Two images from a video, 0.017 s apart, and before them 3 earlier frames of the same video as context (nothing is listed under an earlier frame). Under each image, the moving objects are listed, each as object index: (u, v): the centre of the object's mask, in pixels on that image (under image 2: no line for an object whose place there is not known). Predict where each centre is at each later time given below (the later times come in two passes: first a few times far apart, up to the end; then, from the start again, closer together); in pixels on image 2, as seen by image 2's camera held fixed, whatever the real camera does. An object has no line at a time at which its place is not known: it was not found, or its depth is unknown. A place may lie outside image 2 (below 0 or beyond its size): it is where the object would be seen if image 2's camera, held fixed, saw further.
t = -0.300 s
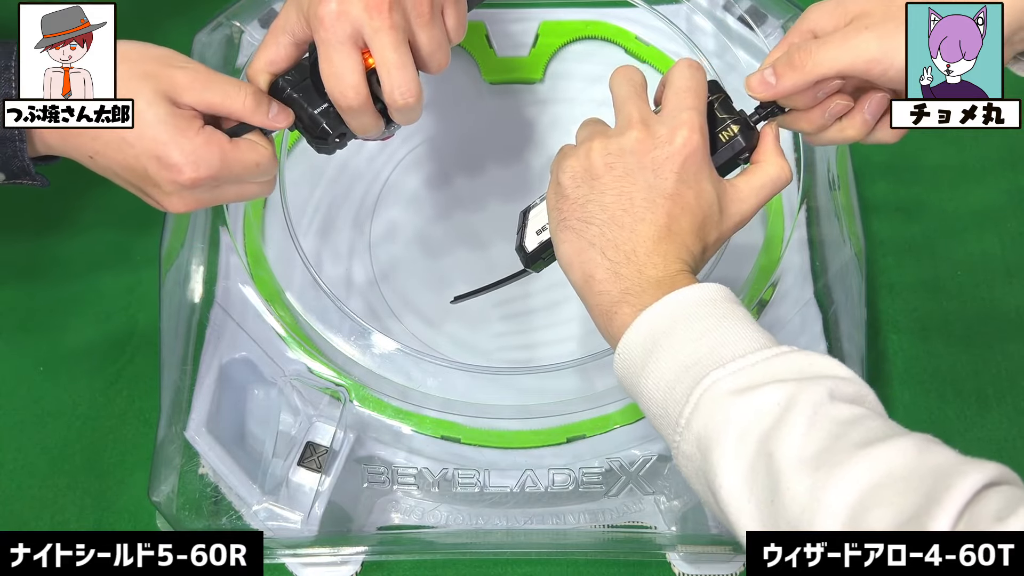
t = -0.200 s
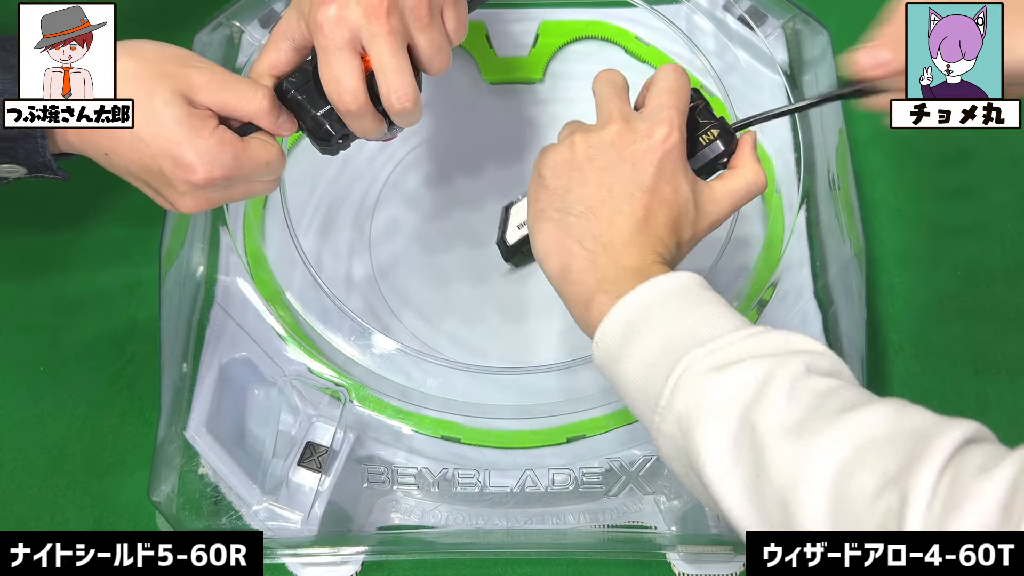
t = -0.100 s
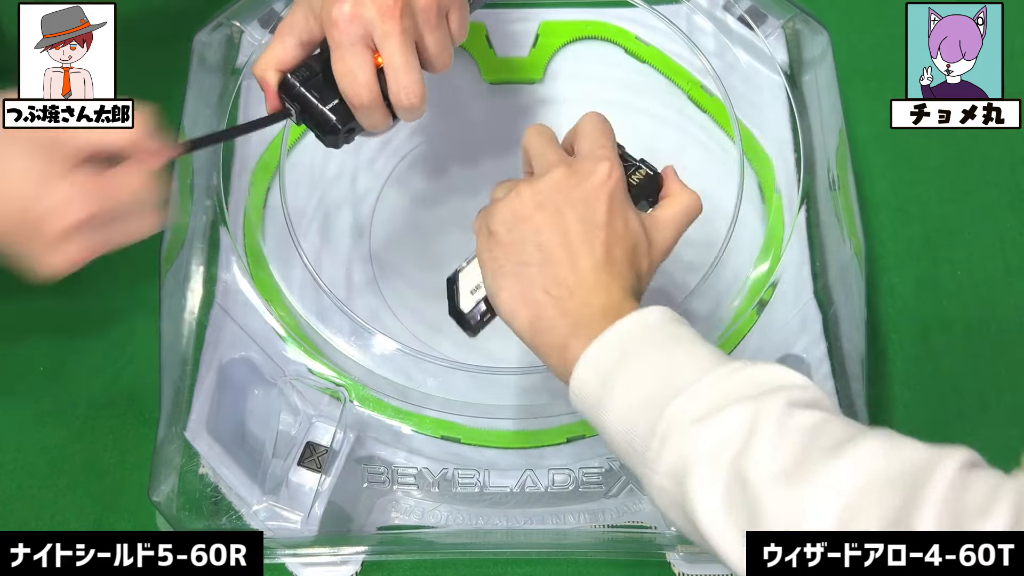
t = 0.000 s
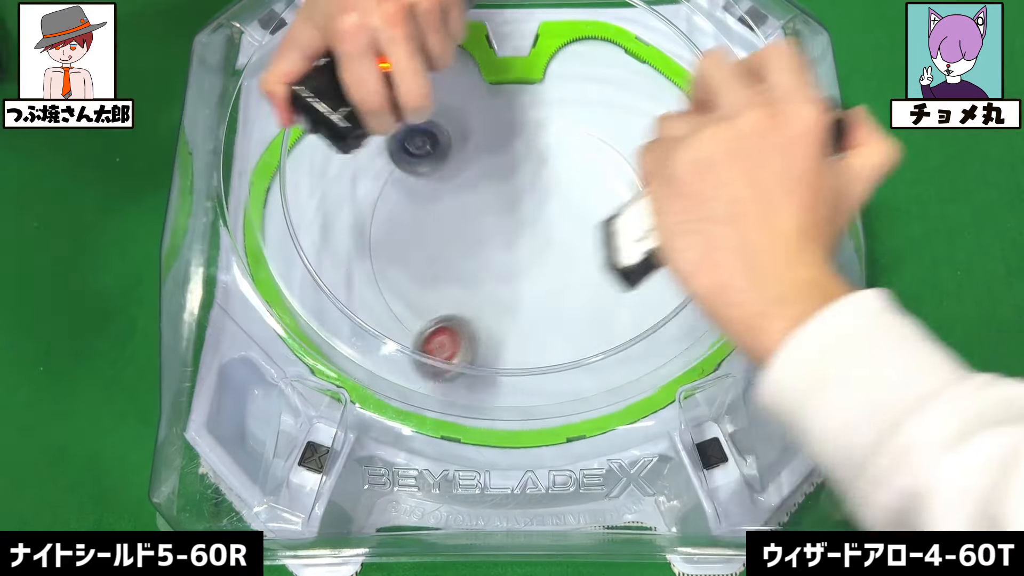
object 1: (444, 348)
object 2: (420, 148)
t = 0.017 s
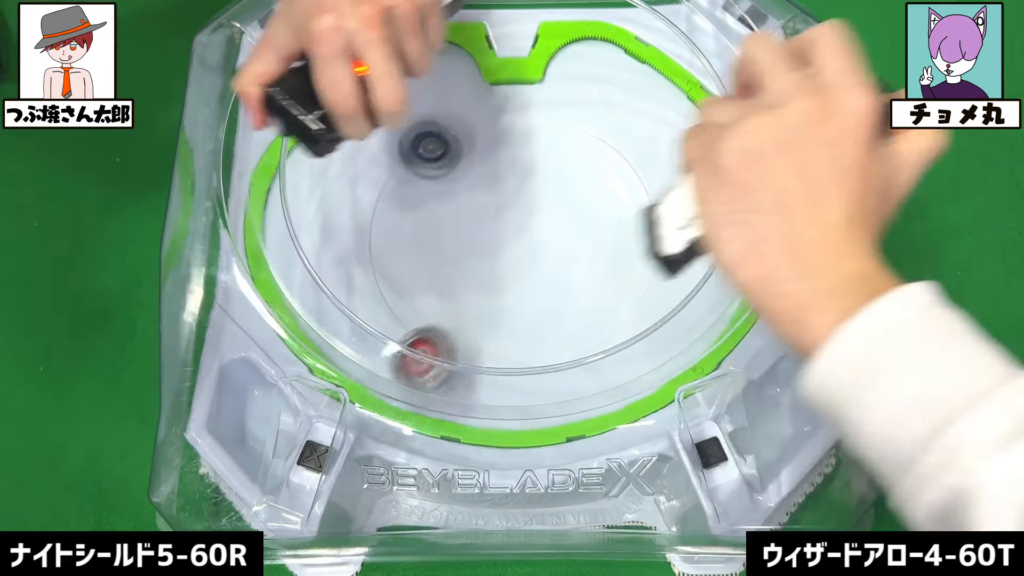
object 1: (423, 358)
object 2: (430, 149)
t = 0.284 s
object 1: (415, 322)
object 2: (605, 185)
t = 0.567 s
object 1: (534, 195)
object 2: (597, 252)
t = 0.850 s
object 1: (544, 152)
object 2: (475, 202)
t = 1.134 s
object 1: (483, 252)
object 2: (395, 236)
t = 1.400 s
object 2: (334, 236)
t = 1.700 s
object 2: (520, 240)
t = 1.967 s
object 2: (593, 167)
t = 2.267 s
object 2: (461, 144)
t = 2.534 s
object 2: (538, 88)
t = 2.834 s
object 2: (579, 273)
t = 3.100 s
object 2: (702, 275)
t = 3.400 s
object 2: (548, 139)
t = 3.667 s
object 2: (672, 155)
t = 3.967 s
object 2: (509, 313)
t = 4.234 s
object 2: (406, 298)
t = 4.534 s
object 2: (430, 250)
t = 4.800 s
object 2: (497, 270)
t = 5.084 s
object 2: (648, 232)
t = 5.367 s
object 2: (569, 182)
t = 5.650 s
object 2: (471, 299)
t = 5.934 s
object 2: (539, 339)
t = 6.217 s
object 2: (642, 208)
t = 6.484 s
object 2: (458, 126)
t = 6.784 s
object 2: (447, 333)
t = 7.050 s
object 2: (649, 208)
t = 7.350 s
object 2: (471, 53)
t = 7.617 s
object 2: (366, 191)
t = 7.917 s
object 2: (636, 207)
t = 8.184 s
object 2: (679, 168)
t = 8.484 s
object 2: (698, 102)
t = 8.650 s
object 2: (580, 104)
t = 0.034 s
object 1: (401, 372)
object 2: (441, 143)
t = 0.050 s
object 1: (383, 379)
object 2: (453, 139)
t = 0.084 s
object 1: (374, 371)
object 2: (478, 136)
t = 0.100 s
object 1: (374, 364)
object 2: (491, 138)
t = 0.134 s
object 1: (378, 355)
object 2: (517, 148)
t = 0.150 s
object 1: (381, 353)
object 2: (529, 156)
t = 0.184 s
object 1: (388, 352)
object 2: (550, 159)
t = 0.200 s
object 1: (394, 351)
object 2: (561, 162)
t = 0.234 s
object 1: (401, 344)
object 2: (581, 174)
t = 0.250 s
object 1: (408, 334)
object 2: (589, 176)
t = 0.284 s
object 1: (415, 322)
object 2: (605, 185)
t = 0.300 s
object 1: (419, 319)
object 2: (612, 191)
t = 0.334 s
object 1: (431, 314)
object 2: (622, 200)
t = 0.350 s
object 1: (438, 305)
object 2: (626, 205)
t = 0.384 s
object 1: (452, 290)
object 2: (632, 216)
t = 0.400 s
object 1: (460, 282)
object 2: (633, 220)
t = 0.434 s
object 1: (475, 265)
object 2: (633, 229)
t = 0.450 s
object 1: (483, 256)
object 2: (631, 233)
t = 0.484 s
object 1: (499, 238)
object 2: (626, 241)
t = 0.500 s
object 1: (506, 229)
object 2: (621, 244)
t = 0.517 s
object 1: (514, 220)
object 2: (616, 247)
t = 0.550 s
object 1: (528, 203)
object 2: (604, 251)
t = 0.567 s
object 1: (534, 195)
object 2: (597, 252)
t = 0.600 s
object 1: (545, 180)
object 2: (582, 254)
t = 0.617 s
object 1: (549, 174)
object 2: (574, 254)
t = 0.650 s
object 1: (557, 162)
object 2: (557, 253)
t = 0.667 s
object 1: (560, 157)
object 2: (549, 251)
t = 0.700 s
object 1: (564, 149)
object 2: (532, 246)
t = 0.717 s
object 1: (564, 147)
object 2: (523, 243)
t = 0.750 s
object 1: (563, 144)
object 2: (508, 235)
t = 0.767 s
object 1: (562, 143)
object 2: (501, 230)
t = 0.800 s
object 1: (557, 144)
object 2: (490, 219)
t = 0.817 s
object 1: (554, 146)
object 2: (485, 213)
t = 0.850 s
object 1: (544, 152)
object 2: (475, 202)
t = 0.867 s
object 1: (539, 155)
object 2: (470, 198)
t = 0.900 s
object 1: (526, 165)
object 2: (460, 191)
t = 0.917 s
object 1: (518, 170)
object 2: (454, 188)
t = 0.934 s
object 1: (514, 176)
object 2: (448, 187)
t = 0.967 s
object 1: (512, 186)
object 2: (423, 187)
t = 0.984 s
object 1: (511, 192)
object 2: (413, 189)
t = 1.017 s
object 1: (507, 204)
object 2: (393, 193)
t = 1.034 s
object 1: (504, 211)
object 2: (384, 196)
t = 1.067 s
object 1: (498, 224)
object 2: (374, 205)
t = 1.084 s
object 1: (495, 231)
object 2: (378, 212)
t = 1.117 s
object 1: (487, 245)
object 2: (388, 228)
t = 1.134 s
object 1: (483, 252)
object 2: (395, 236)
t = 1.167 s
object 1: (478, 266)
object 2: (409, 253)
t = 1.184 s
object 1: (506, 281)
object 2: (387, 249)
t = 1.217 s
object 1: (563, 311)
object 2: (340, 243)
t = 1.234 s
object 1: (592, 324)
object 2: (319, 242)
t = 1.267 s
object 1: (640, 333)
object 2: (275, 237)
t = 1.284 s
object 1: (663, 338)
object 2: (266, 237)
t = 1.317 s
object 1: (690, 331)
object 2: (284, 234)
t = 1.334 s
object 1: (691, 316)
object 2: (295, 236)
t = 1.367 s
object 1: (694, 293)
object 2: (315, 236)
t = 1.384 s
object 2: (326, 236)
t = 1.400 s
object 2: (334, 236)
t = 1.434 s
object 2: (353, 235)
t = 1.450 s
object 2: (362, 235)
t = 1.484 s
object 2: (380, 236)
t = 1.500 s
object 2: (391, 237)
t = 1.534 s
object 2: (412, 239)
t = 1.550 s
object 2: (423, 240)
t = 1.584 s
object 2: (447, 243)
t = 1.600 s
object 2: (458, 245)
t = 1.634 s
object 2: (480, 245)
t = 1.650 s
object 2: (490, 245)
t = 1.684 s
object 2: (511, 242)
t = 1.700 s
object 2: (520, 240)
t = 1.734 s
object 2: (538, 234)
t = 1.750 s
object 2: (547, 230)
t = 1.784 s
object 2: (562, 222)
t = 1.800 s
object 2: (569, 217)
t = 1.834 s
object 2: (580, 207)
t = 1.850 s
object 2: (584, 202)
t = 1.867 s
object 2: (588, 196)
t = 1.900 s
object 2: (593, 185)
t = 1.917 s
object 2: (595, 181)
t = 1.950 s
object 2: (595, 171)
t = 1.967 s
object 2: (593, 167)
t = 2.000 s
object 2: (588, 159)
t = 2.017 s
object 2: (585, 155)
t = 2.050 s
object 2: (575, 148)
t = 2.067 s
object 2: (569, 145)
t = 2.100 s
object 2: (555, 140)
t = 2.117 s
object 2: (548, 139)
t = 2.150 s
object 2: (530, 137)
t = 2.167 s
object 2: (521, 137)
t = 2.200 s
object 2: (502, 138)
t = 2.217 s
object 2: (491, 139)
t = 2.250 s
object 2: (470, 143)
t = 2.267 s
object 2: (461, 144)
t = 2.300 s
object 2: (472, 115)
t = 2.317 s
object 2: (477, 104)
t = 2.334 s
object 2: (484, 94)
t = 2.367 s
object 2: (496, 83)
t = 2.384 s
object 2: (502, 81)
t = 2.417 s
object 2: (512, 70)
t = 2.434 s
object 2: (515, 63)
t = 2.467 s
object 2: (524, 65)
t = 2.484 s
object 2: (528, 71)
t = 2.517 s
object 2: (535, 83)
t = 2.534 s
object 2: (538, 88)
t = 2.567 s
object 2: (543, 104)
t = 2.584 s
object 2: (545, 110)
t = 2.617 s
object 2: (548, 127)
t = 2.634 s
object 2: (549, 136)
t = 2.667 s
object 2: (550, 156)
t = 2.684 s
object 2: (550, 166)
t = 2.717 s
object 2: (549, 187)
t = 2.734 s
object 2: (548, 197)
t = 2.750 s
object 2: (547, 208)
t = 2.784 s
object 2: (544, 228)
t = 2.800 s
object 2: (550, 241)
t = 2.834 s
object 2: (579, 273)
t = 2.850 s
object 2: (593, 288)
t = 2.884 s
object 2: (619, 313)
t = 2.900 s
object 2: (630, 323)
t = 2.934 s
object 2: (644, 335)
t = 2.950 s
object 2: (653, 346)
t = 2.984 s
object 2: (664, 358)
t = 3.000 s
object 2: (670, 362)
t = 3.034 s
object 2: (682, 352)
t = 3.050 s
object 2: (688, 332)
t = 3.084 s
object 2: (696, 292)
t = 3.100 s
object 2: (702, 275)
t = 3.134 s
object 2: (703, 228)
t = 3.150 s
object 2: (713, 210)
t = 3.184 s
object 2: (722, 169)
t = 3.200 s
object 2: (727, 149)
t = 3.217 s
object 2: (732, 128)
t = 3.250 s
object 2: (685, 103)
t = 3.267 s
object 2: (658, 94)
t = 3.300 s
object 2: (605, 84)
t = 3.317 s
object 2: (580, 75)
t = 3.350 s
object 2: (544, 80)
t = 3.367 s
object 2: (541, 106)
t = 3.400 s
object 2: (548, 139)
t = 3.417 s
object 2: (567, 126)
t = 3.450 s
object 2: (605, 108)
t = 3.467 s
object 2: (626, 103)
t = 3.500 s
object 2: (662, 96)
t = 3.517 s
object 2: (679, 83)
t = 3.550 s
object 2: (690, 85)
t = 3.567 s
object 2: (689, 93)
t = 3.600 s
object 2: (686, 117)
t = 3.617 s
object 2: (683, 126)
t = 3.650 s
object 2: (676, 142)
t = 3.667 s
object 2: (672, 155)
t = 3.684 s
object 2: (669, 165)
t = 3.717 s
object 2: (660, 182)
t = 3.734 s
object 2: (655, 196)
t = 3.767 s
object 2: (641, 216)
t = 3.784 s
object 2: (633, 226)
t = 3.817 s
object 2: (613, 244)
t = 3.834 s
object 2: (602, 255)
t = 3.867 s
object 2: (582, 272)
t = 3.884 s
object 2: (571, 282)
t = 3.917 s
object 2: (547, 297)
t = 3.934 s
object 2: (535, 303)
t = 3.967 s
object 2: (509, 313)
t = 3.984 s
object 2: (497, 316)
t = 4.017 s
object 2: (474, 323)
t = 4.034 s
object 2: (464, 324)
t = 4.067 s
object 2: (445, 325)
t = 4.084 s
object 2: (437, 324)
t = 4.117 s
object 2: (424, 321)
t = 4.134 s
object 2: (419, 319)
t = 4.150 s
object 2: (414, 316)
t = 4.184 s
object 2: (408, 311)
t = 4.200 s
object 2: (406, 308)
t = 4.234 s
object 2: (406, 298)
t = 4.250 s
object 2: (408, 294)
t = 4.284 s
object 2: (414, 284)
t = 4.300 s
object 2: (419, 278)
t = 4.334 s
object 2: (431, 268)
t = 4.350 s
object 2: (439, 262)
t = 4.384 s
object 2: (455, 251)
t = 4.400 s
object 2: (465, 245)
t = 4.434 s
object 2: (458, 244)
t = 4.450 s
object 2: (452, 245)
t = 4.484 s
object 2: (440, 247)
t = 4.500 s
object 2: (436, 247)
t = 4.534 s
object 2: (430, 250)
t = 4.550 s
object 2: (427, 251)
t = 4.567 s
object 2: (427, 252)
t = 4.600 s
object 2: (427, 254)
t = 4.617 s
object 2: (429, 255)
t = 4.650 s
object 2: (435, 258)
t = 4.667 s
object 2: (439, 260)
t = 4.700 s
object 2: (450, 263)
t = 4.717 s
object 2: (456, 264)
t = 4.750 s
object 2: (471, 266)
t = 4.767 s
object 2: (479, 268)
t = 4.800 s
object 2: (497, 270)
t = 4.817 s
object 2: (506, 270)
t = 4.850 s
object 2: (527, 270)
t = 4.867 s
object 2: (538, 271)
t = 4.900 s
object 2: (560, 270)
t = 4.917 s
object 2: (571, 269)
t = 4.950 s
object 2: (594, 266)
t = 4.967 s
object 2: (604, 264)
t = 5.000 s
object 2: (625, 258)
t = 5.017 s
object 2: (636, 254)
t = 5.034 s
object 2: (645, 250)
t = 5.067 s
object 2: (650, 238)
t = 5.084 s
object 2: (648, 232)
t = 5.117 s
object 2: (642, 224)
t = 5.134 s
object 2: (639, 217)
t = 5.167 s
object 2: (632, 207)
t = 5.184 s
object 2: (628, 202)
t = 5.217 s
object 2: (619, 192)
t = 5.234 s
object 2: (614, 187)
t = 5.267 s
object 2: (605, 180)
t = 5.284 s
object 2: (600, 178)
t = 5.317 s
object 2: (589, 176)
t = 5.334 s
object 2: (583, 177)
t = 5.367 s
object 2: (569, 182)
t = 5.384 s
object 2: (561, 186)
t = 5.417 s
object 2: (545, 196)
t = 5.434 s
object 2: (538, 201)
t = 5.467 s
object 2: (523, 215)
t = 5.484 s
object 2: (516, 222)
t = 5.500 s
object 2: (510, 229)
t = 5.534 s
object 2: (498, 245)
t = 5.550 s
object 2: (491, 253)
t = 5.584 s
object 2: (482, 269)
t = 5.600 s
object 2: (480, 276)
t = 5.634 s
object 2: (473, 291)
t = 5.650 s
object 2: (471, 299)
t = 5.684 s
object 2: (470, 312)
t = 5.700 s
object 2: (470, 318)
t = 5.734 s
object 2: (472, 328)
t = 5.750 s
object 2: (475, 332)
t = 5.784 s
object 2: (482, 338)
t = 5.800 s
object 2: (486, 340)
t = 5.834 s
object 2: (496, 343)
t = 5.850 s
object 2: (502, 343)
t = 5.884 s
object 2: (516, 343)
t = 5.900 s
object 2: (522, 343)
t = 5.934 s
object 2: (539, 339)
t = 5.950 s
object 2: (547, 337)
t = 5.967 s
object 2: (556, 334)
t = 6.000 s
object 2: (573, 326)
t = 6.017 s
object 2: (581, 320)
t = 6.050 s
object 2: (599, 307)
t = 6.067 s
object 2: (608, 300)
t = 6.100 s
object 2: (625, 284)
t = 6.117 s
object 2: (634, 275)
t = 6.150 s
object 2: (645, 254)
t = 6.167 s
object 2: (647, 243)
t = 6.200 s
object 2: (646, 220)
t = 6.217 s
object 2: (642, 208)
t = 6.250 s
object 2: (632, 186)
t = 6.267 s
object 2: (626, 176)
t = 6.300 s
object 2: (608, 159)
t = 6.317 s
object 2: (597, 151)
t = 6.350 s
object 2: (573, 139)
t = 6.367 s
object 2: (560, 134)
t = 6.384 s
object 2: (546, 130)
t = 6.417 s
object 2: (517, 125)
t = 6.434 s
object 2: (502, 124)
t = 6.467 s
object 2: (472, 125)
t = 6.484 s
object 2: (458, 126)
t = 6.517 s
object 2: (427, 133)
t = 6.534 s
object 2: (413, 138)
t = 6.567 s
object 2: (388, 151)
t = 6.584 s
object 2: (383, 163)
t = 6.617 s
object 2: (377, 192)
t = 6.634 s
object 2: (375, 206)
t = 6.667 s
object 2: (372, 237)
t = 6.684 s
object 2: (374, 253)
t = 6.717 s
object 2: (391, 282)
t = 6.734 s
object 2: (404, 296)
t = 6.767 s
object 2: (430, 323)
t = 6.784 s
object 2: (447, 333)
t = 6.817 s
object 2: (486, 340)
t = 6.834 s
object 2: (506, 343)
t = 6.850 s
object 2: (525, 344)
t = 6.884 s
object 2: (563, 335)
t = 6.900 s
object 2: (580, 327)
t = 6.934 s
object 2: (610, 306)
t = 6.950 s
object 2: (622, 294)
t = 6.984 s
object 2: (641, 268)
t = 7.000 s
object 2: (646, 253)
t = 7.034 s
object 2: (649, 223)
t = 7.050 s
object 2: (649, 208)
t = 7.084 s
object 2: (644, 179)
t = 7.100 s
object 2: (638, 165)
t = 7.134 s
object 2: (621, 140)
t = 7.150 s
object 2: (610, 130)
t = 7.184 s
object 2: (583, 115)
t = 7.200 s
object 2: (568, 109)
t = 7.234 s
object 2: (536, 100)
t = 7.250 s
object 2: (520, 97)
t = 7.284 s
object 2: (499, 79)
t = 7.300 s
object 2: (491, 69)
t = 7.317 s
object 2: (485, 62)
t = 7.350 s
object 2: (471, 53)
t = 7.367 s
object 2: (464, 50)
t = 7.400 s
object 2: (445, 40)
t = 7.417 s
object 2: (436, 38)
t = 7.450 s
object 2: (418, 35)
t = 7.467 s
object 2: (407, 35)
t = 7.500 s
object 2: (376, 74)
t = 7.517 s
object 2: (361, 100)
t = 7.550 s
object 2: (332, 162)
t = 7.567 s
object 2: (333, 181)
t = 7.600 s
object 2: (354, 188)
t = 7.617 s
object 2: (366, 191)
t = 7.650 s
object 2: (392, 204)
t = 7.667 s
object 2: (406, 208)
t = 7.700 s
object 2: (436, 215)
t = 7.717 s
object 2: (452, 218)
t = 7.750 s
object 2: (485, 222)
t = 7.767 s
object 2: (502, 223)
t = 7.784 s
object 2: (519, 223)
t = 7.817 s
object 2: (551, 221)
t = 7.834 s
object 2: (567, 220)
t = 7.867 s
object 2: (597, 216)
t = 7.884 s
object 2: (610, 213)
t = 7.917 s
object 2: (636, 207)
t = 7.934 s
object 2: (648, 203)
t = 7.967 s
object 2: (664, 197)
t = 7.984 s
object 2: (667, 193)
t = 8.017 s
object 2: (670, 191)
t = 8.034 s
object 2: (671, 192)
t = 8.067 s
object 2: (673, 186)
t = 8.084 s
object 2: (673, 184)
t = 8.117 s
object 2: (675, 179)
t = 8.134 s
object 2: (676, 176)
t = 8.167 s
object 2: (678, 171)
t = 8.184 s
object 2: (679, 168)
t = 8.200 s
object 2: (679, 165)
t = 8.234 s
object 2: (682, 158)
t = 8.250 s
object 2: (684, 154)
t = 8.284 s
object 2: (686, 147)
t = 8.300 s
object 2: (687, 144)
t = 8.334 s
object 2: (690, 136)
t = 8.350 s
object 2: (692, 132)
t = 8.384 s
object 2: (696, 124)
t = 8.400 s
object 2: (698, 121)
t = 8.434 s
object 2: (703, 113)
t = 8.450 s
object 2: (707, 108)
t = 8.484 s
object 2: (698, 102)
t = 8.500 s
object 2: (686, 102)
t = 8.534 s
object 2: (660, 101)
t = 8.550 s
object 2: (647, 101)
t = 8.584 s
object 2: (624, 102)
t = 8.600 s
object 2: (613, 102)
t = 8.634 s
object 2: (590, 103)
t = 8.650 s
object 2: (580, 104)
